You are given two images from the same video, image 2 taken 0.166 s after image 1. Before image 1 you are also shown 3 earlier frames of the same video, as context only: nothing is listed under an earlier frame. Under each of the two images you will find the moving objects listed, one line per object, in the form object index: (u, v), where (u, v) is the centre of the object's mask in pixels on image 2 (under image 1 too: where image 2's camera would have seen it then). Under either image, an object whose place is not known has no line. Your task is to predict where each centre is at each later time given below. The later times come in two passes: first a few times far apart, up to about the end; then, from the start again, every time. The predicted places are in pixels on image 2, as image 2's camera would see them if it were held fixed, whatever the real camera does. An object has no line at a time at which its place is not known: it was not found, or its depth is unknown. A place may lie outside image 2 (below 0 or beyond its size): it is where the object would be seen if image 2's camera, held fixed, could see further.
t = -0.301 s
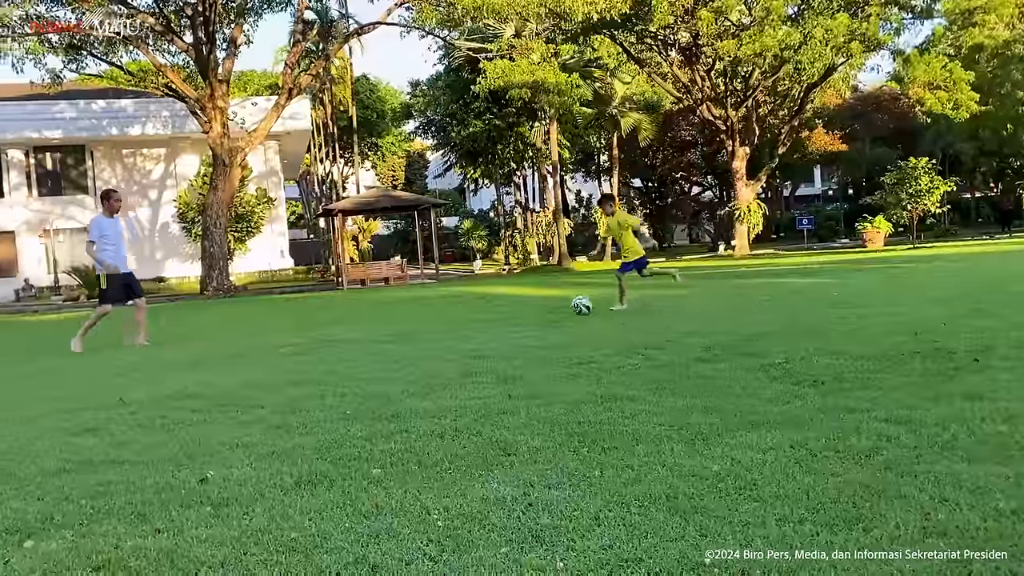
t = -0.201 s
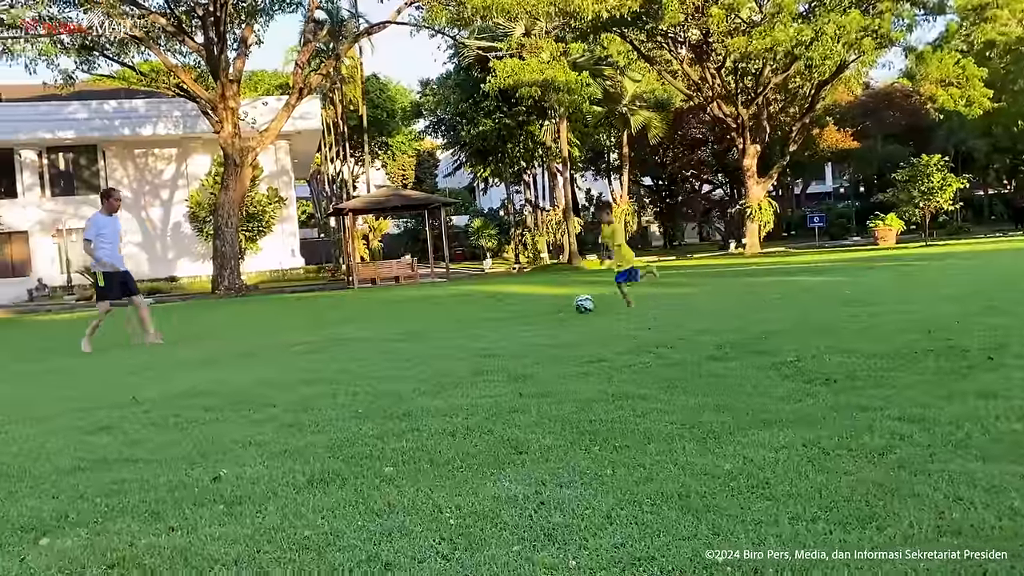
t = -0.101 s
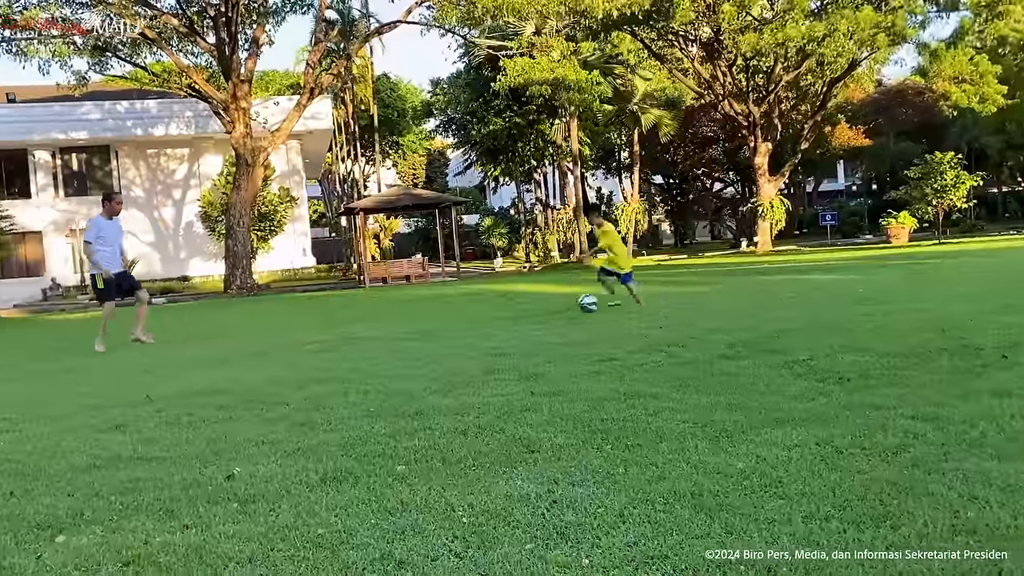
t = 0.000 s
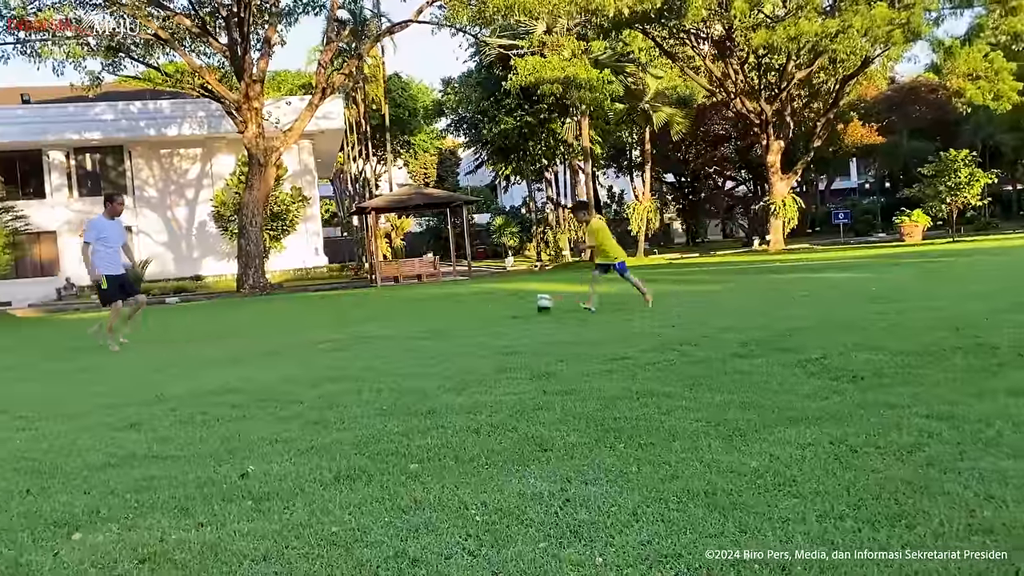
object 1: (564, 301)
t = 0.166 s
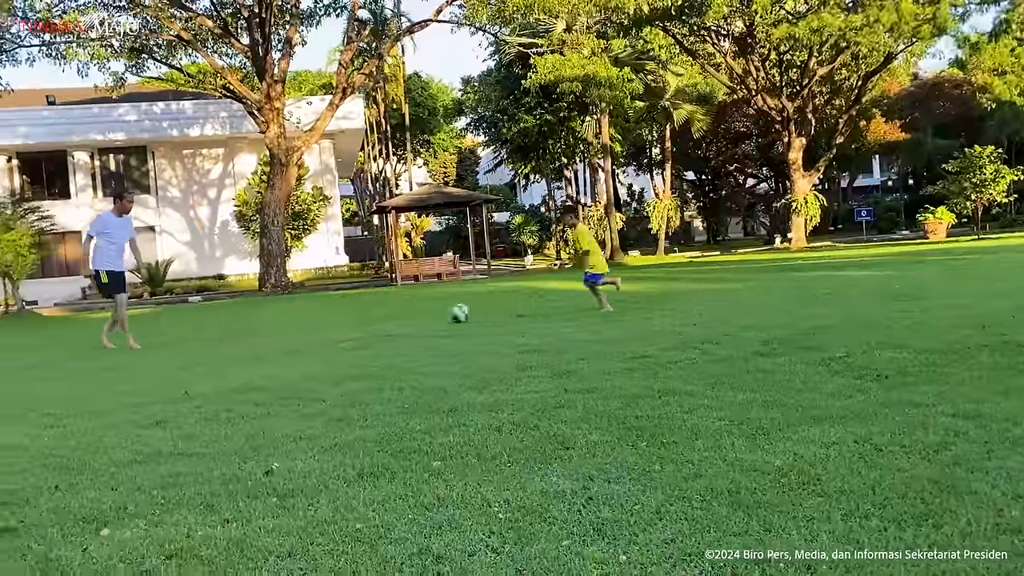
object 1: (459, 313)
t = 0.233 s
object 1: (422, 317)
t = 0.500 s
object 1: (301, 326)
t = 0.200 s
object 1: (440, 315)
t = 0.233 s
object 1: (422, 317)
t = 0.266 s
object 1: (404, 318)
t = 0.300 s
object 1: (388, 320)
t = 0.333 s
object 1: (372, 320)
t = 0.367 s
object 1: (358, 321)
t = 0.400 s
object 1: (341, 323)
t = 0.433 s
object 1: (326, 324)
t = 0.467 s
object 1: (313, 325)
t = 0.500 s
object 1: (301, 326)
